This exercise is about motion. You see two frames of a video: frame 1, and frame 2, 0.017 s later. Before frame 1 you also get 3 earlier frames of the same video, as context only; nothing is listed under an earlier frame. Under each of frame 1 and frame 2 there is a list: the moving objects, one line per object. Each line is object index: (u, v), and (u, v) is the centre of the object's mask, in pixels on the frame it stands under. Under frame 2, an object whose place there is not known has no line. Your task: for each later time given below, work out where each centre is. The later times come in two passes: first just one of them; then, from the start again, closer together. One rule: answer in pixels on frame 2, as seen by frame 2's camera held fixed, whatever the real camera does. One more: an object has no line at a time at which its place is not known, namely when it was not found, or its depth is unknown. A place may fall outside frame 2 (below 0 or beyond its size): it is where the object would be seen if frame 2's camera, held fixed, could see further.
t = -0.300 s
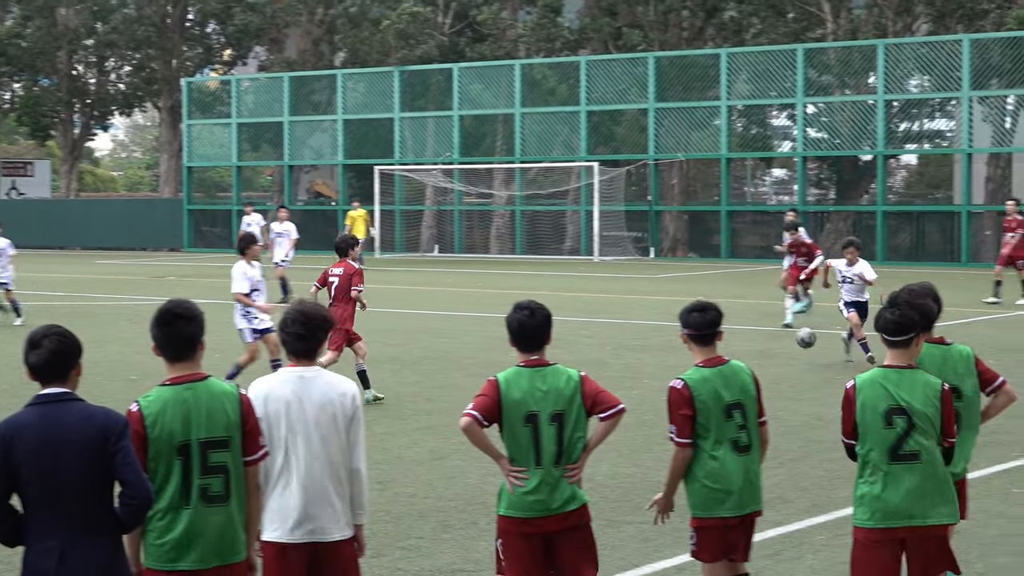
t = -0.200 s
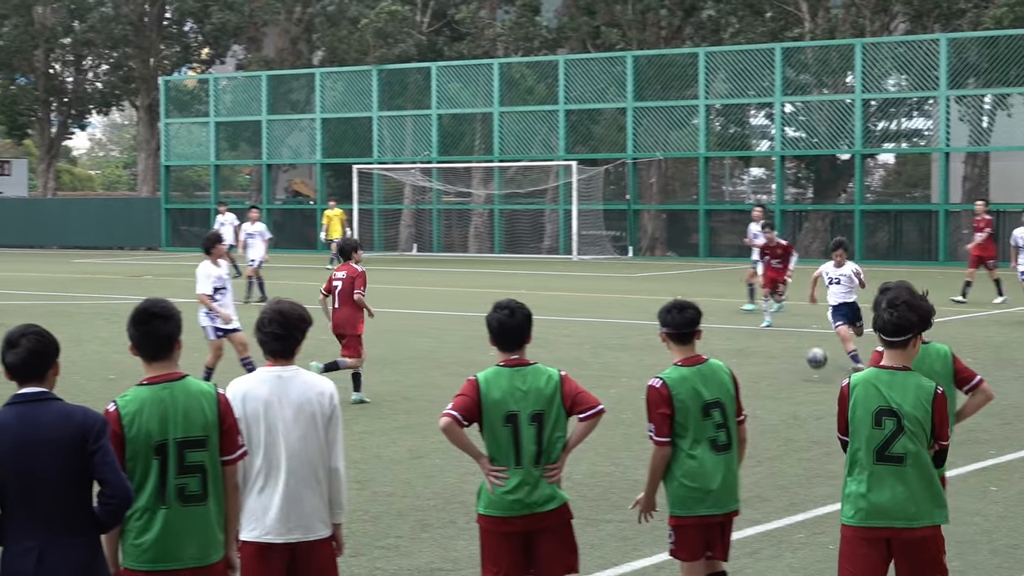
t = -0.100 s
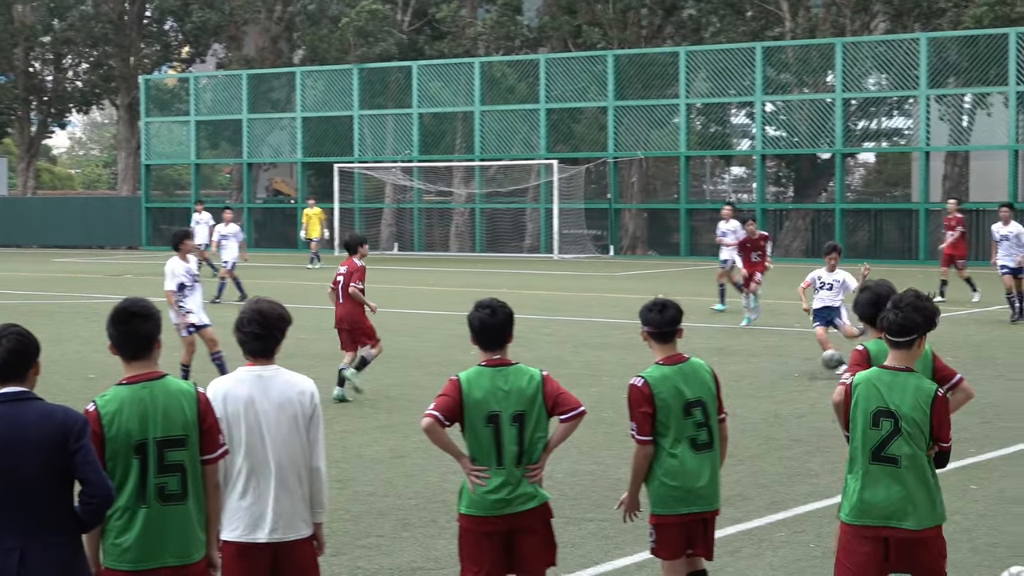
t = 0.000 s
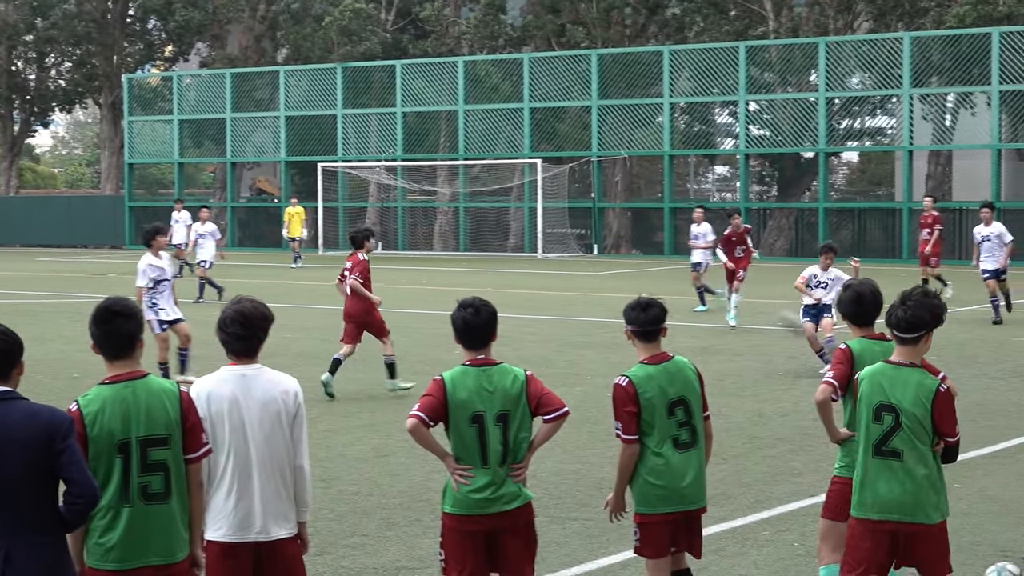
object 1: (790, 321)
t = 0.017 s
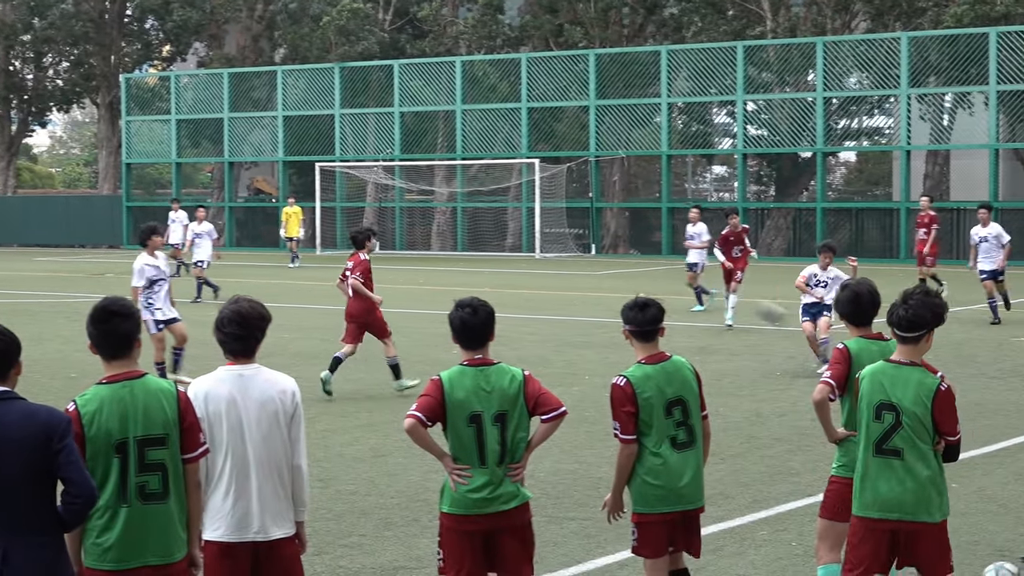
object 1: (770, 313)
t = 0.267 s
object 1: (459, 157)
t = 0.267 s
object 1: (459, 157)
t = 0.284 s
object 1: (439, 150)
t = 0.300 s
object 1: (419, 145)
